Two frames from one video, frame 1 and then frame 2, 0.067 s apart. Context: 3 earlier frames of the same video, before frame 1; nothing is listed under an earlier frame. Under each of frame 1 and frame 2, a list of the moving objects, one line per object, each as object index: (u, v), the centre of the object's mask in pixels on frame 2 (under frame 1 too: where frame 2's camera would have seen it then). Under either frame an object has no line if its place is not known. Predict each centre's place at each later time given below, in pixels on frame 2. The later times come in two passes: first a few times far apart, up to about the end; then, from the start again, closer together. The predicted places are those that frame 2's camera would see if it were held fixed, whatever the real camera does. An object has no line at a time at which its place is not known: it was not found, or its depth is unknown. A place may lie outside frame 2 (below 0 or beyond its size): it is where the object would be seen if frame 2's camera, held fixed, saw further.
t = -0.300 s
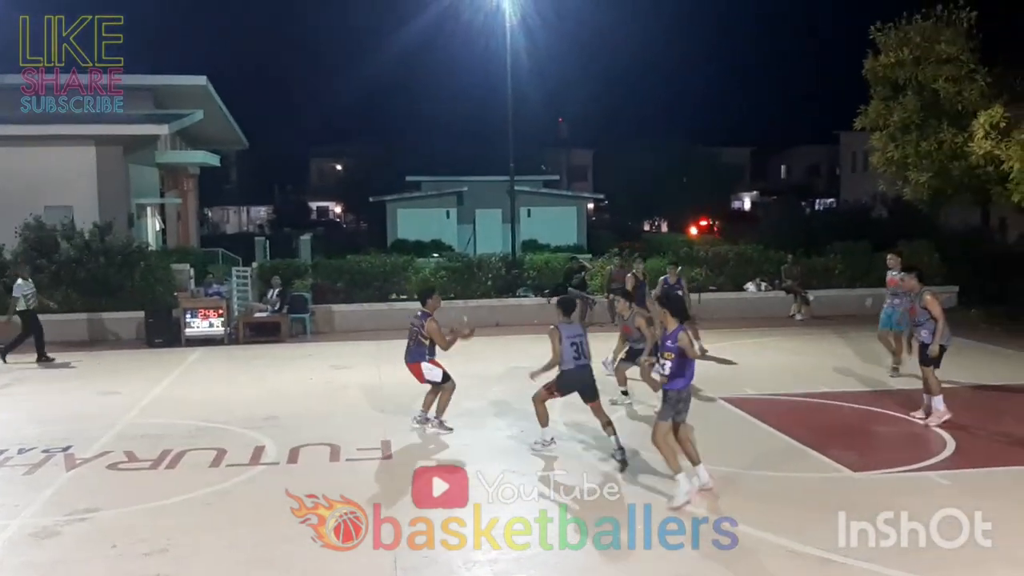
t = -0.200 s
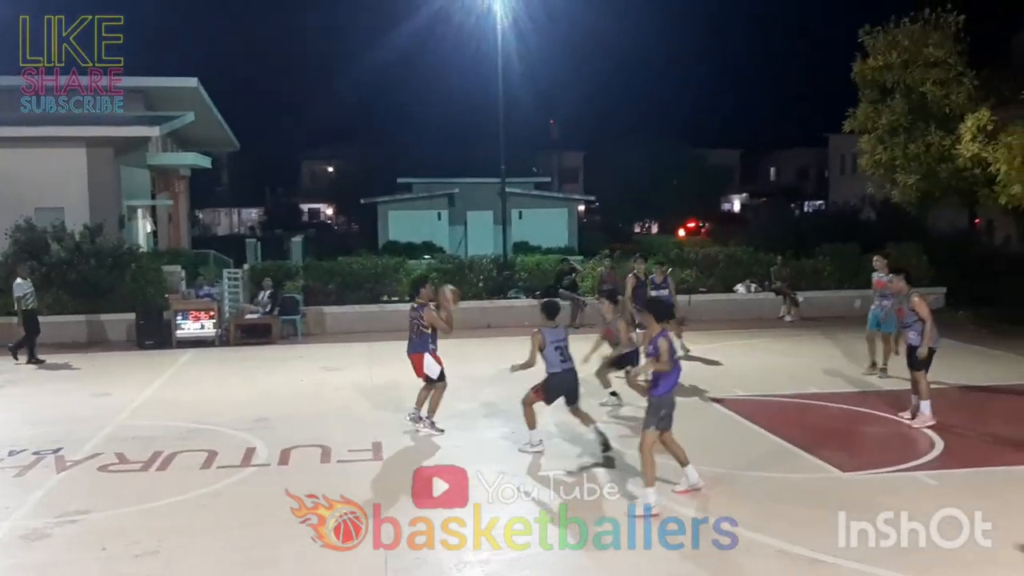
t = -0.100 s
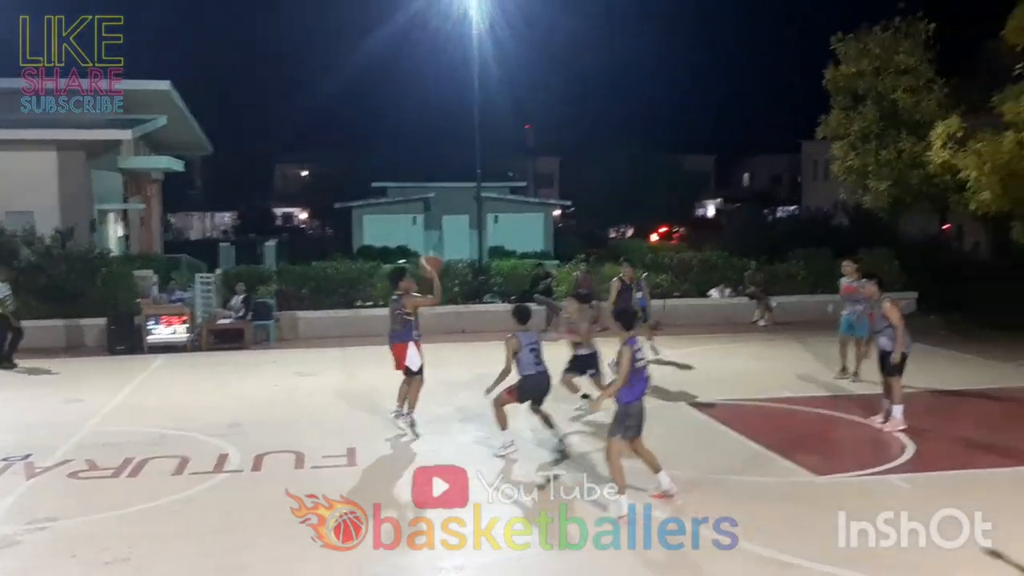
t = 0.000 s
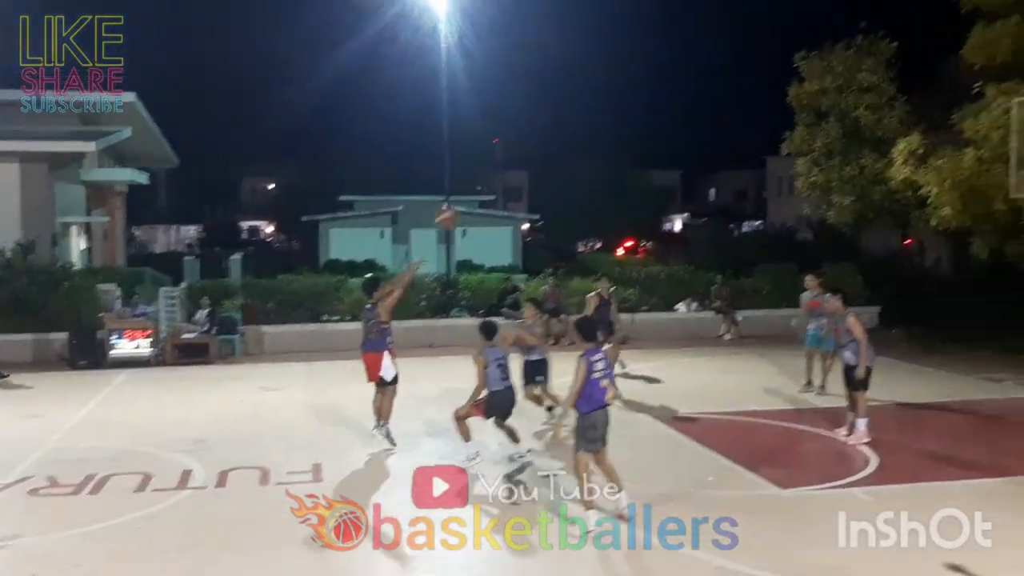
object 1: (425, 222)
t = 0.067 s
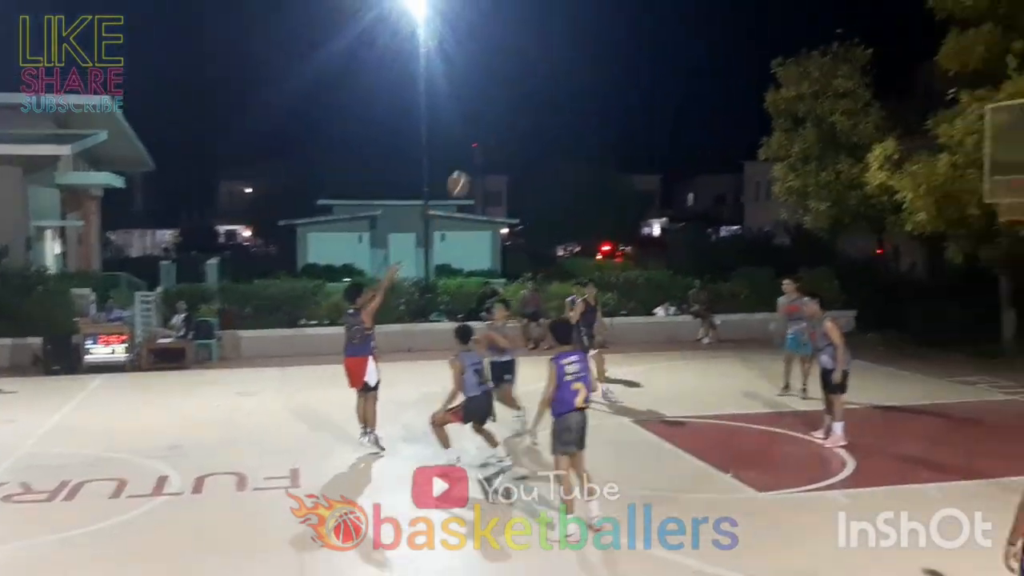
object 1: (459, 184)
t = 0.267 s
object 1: (559, 100)
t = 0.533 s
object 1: (688, 44)
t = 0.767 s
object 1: (795, 47)
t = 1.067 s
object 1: (921, 118)
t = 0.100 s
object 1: (475, 168)
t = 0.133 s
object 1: (492, 152)
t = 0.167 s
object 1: (509, 137)
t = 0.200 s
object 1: (526, 124)
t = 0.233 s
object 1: (543, 111)
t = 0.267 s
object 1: (559, 100)
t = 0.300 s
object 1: (575, 90)
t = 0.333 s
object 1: (592, 80)
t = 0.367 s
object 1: (608, 72)
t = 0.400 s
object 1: (624, 64)
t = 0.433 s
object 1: (640, 58)
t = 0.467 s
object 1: (656, 52)
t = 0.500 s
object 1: (672, 47)
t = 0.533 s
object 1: (688, 44)
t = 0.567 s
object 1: (703, 41)
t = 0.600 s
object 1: (719, 40)
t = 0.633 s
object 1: (734, 39)
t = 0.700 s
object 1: (765, 41)
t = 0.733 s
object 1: (779, 44)
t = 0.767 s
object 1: (795, 47)
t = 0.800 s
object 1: (809, 52)
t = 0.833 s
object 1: (822, 56)
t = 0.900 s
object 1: (851, 70)
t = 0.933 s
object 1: (866, 76)
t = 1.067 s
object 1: (921, 118)
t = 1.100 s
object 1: (934, 130)
